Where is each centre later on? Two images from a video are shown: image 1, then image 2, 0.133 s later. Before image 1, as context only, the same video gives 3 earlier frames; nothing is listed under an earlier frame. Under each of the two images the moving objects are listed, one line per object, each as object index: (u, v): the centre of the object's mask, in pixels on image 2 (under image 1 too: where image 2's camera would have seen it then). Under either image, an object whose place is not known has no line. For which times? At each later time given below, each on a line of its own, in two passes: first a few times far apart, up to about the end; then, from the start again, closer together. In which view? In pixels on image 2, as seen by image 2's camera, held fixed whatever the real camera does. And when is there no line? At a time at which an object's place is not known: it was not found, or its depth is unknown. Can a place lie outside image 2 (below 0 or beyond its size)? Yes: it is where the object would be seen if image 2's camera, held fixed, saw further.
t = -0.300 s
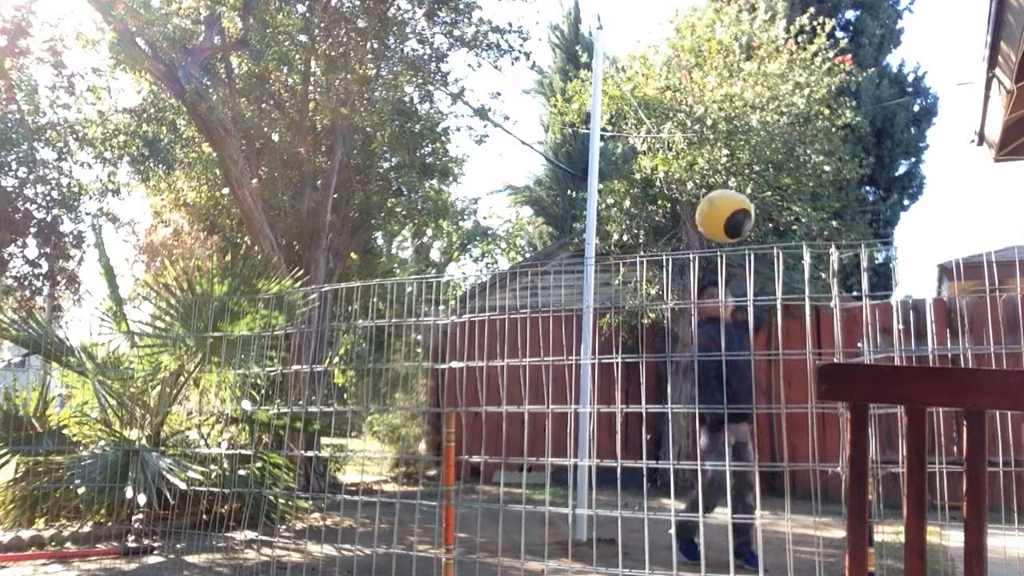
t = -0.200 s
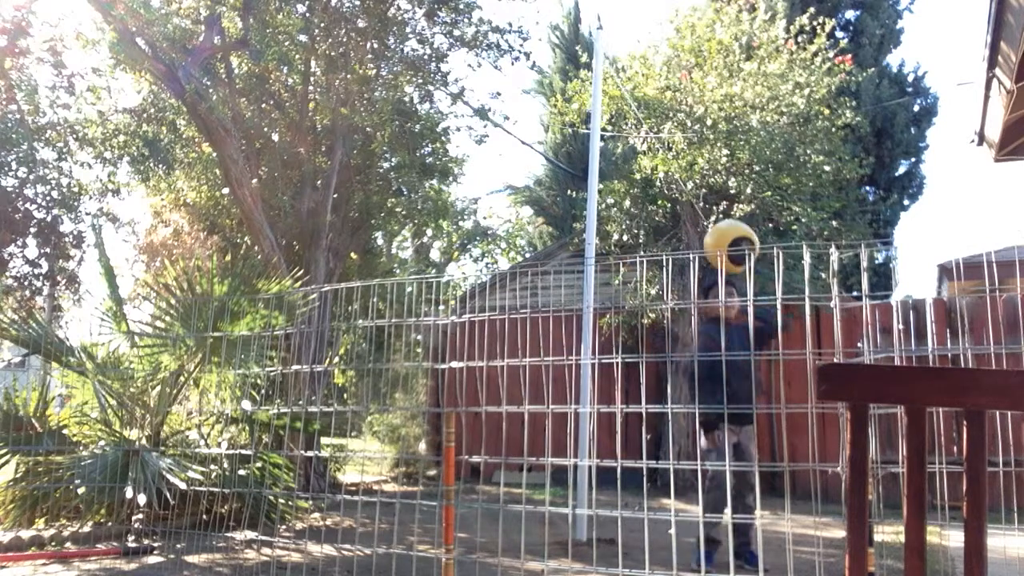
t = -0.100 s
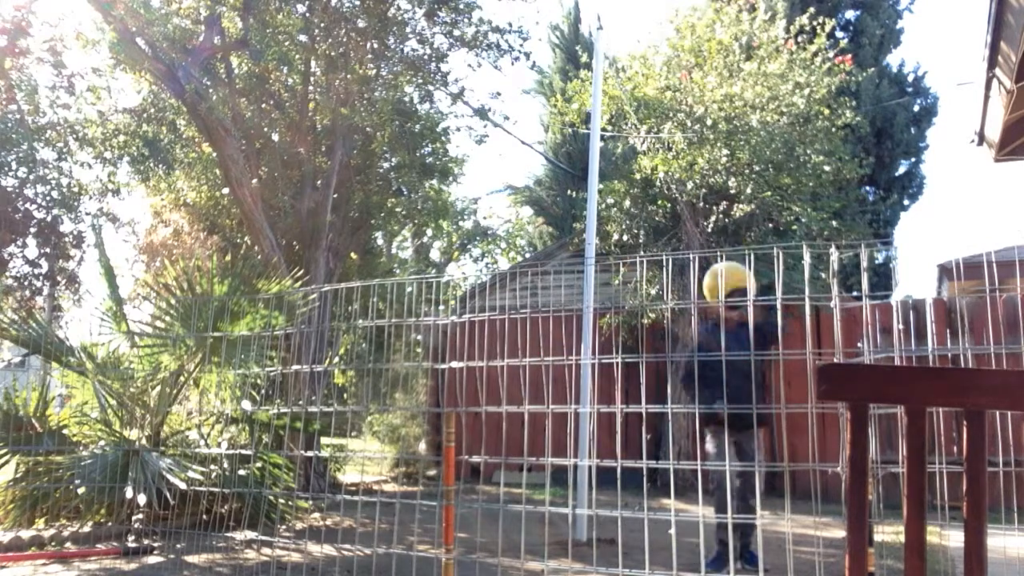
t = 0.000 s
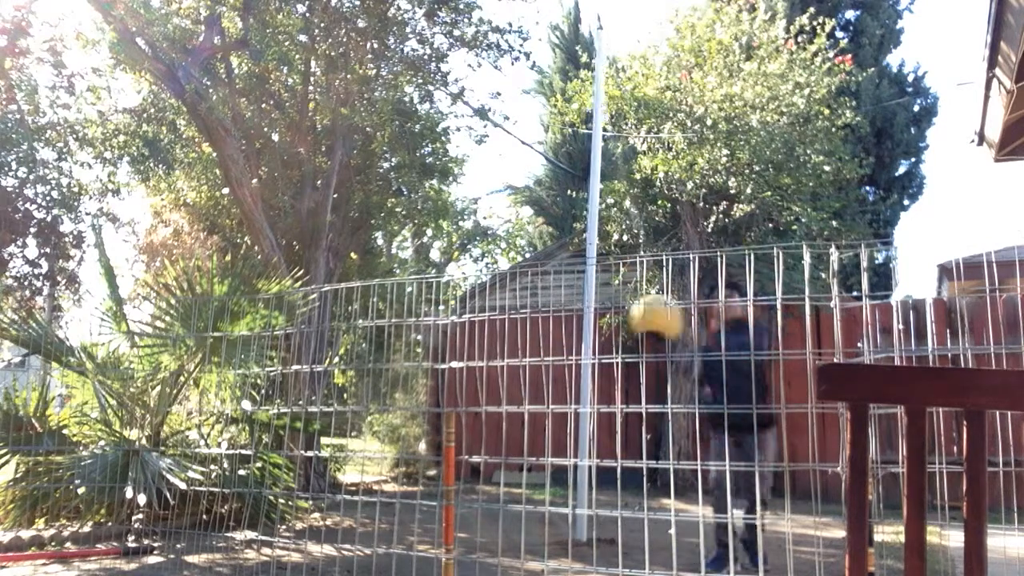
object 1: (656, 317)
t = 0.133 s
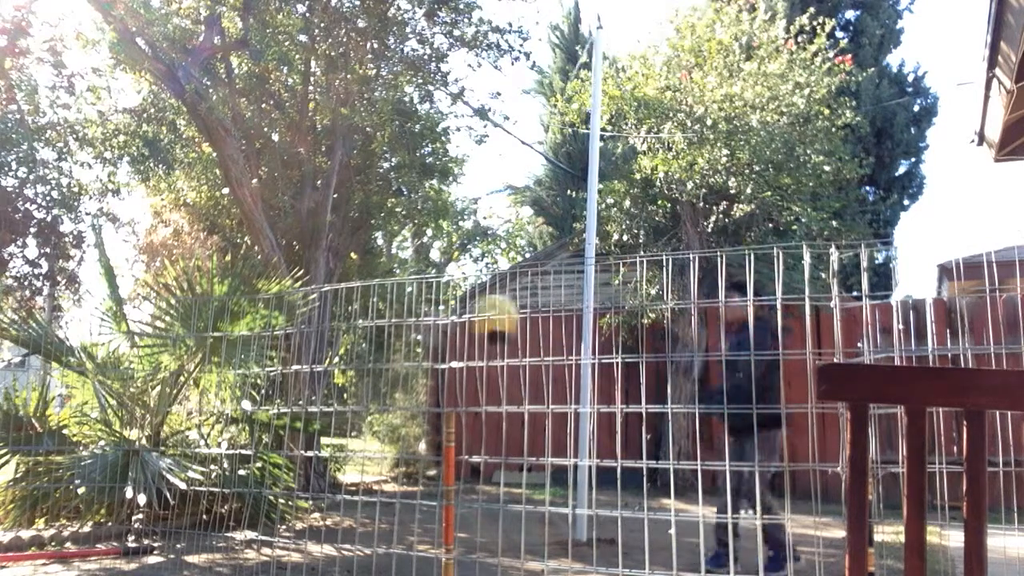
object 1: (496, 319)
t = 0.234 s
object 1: (395, 300)
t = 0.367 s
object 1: (317, 270)
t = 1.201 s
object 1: (488, 299)
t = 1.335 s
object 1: (555, 329)
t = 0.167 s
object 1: (460, 312)
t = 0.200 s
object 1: (424, 306)
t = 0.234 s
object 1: (395, 300)
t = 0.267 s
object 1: (368, 295)
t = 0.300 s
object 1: (347, 289)
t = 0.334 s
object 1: (330, 281)
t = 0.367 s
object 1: (317, 270)
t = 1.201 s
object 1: (488, 299)
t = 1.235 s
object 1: (503, 306)
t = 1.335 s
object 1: (555, 329)
